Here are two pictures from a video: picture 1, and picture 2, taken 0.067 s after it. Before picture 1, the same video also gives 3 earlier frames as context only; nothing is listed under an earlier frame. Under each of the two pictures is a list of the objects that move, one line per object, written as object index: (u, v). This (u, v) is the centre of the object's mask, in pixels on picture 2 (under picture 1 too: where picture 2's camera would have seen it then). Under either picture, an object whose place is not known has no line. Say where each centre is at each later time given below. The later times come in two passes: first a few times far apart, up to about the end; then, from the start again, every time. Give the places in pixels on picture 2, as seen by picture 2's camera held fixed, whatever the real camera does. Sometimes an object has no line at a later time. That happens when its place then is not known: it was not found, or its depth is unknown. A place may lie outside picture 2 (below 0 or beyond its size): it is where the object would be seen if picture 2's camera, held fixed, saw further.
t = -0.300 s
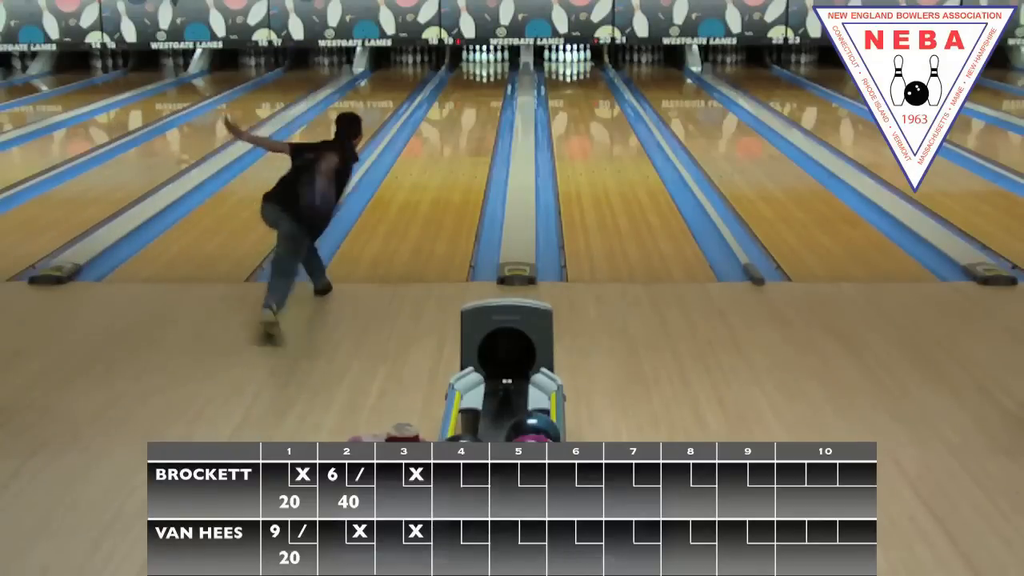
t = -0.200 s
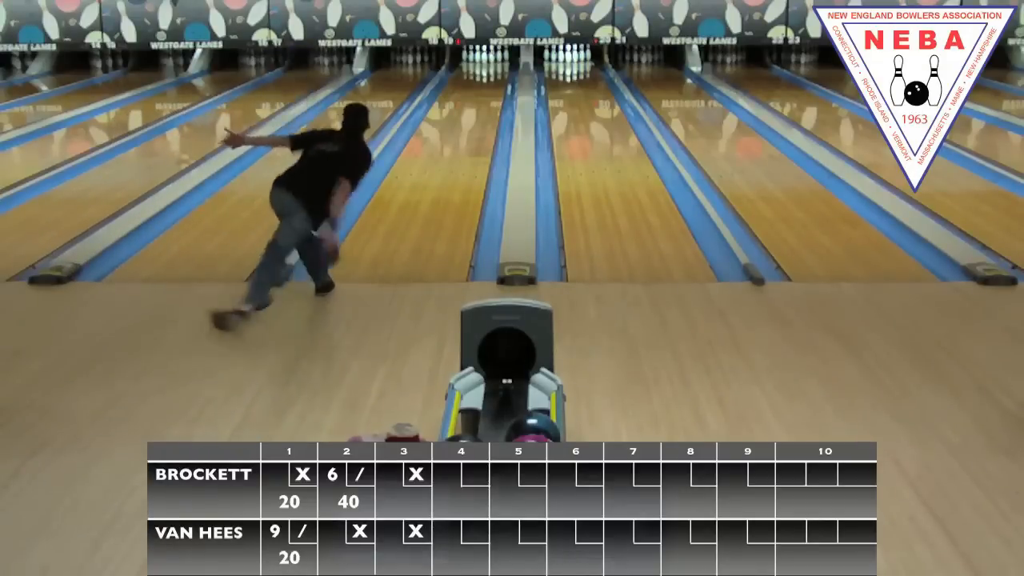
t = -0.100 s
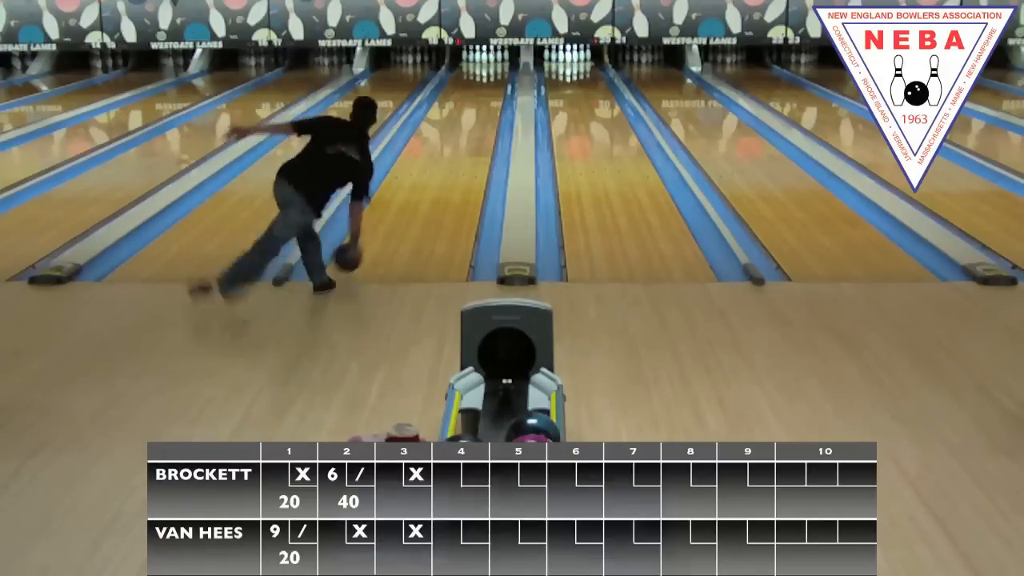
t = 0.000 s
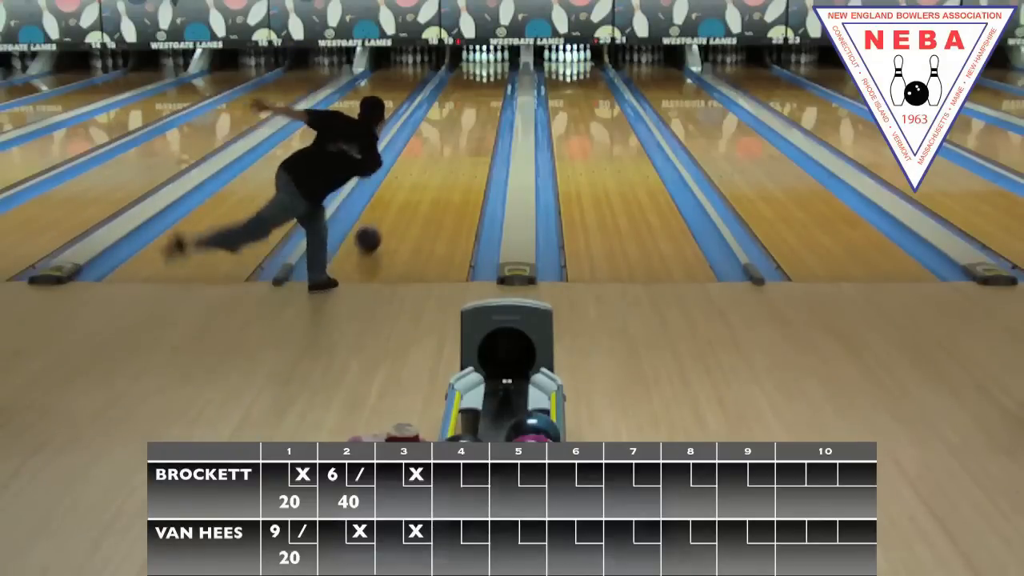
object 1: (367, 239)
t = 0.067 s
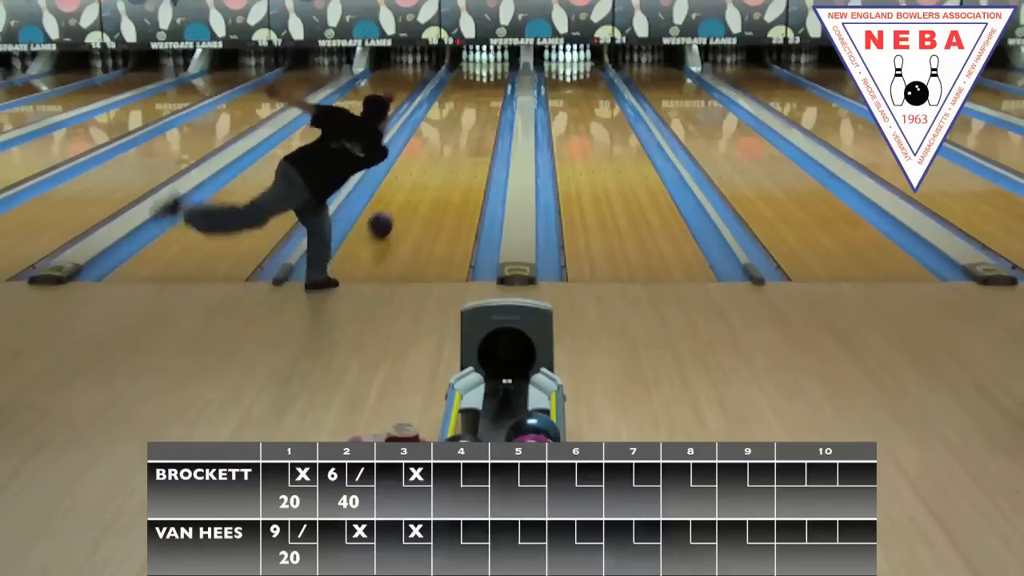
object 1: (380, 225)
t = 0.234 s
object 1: (405, 193)
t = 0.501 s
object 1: (434, 156)
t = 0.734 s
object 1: (453, 132)
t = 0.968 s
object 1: (467, 114)
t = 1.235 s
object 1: (480, 98)
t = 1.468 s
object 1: (487, 86)
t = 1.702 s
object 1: (491, 76)
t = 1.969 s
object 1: (492, 67)
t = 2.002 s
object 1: (492, 66)
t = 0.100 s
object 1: (385, 218)
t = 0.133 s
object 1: (390, 211)
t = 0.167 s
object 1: (396, 205)
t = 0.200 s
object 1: (401, 199)
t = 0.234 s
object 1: (405, 193)
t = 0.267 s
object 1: (409, 188)
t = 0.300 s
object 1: (414, 183)
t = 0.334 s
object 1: (417, 178)
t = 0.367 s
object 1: (421, 173)
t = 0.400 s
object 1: (425, 169)
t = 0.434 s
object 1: (428, 165)
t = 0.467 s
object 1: (431, 161)
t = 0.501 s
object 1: (434, 156)
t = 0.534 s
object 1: (437, 153)
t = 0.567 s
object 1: (440, 149)
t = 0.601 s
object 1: (443, 145)
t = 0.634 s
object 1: (446, 142)
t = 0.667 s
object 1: (448, 138)
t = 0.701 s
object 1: (451, 136)
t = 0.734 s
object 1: (453, 132)
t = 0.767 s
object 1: (455, 130)
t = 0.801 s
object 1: (457, 127)
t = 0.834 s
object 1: (459, 124)
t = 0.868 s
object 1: (461, 121)
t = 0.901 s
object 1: (463, 119)
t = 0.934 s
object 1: (465, 116)
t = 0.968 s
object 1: (467, 114)
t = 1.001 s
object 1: (469, 111)
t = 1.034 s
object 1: (471, 109)
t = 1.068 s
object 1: (473, 107)
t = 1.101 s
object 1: (474, 105)
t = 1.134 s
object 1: (476, 103)
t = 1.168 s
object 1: (477, 101)
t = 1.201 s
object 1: (479, 99)
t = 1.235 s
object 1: (480, 98)
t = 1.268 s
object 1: (480, 96)
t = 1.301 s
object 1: (481, 95)
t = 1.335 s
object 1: (483, 92)
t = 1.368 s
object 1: (484, 91)
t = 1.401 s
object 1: (486, 89)
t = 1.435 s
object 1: (486, 88)
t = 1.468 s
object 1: (487, 86)
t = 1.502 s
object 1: (487, 84)
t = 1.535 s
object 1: (488, 83)
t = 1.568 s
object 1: (491, 80)
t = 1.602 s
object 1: (492, 79)
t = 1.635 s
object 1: (492, 78)
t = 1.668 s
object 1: (492, 78)
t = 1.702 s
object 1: (491, 76)
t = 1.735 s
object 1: (492, 75)
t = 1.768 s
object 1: (492, 74)
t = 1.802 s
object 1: (492, 73)
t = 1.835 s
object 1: (493, 72)
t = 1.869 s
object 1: (493, 71)
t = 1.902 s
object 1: (493, 69)
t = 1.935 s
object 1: (493, 68)
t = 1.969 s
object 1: (492, 67)
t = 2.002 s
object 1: (492, 66)
